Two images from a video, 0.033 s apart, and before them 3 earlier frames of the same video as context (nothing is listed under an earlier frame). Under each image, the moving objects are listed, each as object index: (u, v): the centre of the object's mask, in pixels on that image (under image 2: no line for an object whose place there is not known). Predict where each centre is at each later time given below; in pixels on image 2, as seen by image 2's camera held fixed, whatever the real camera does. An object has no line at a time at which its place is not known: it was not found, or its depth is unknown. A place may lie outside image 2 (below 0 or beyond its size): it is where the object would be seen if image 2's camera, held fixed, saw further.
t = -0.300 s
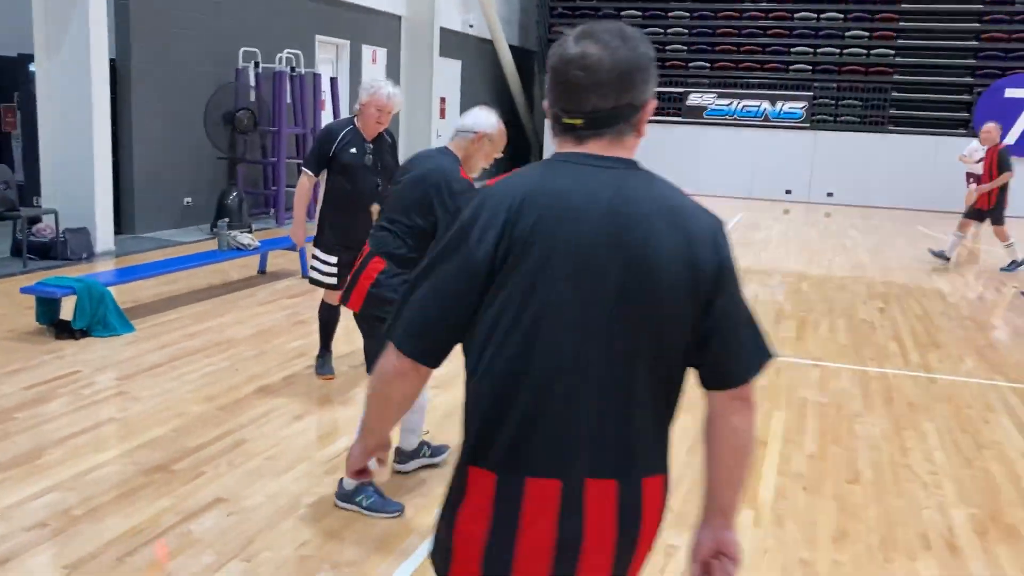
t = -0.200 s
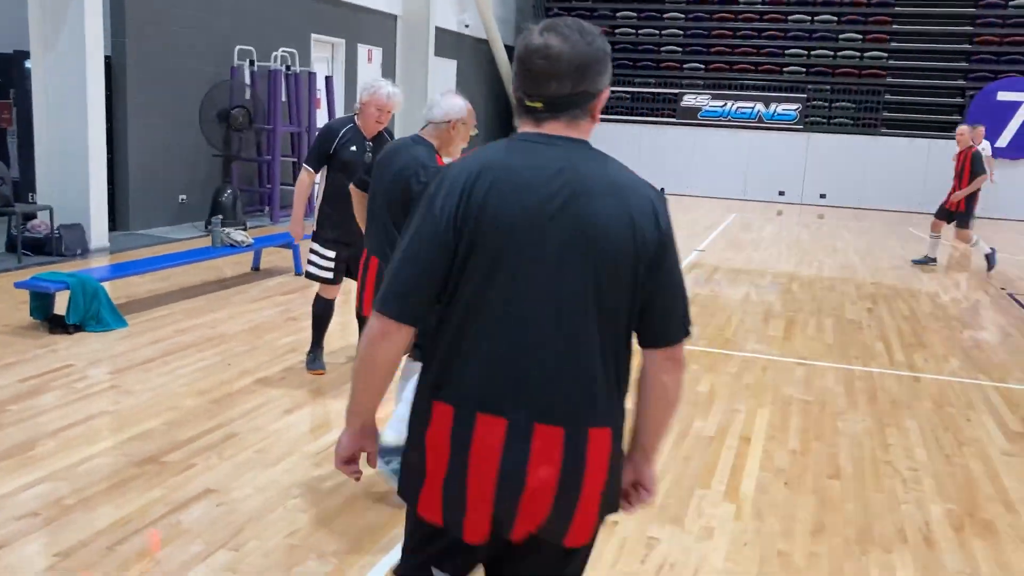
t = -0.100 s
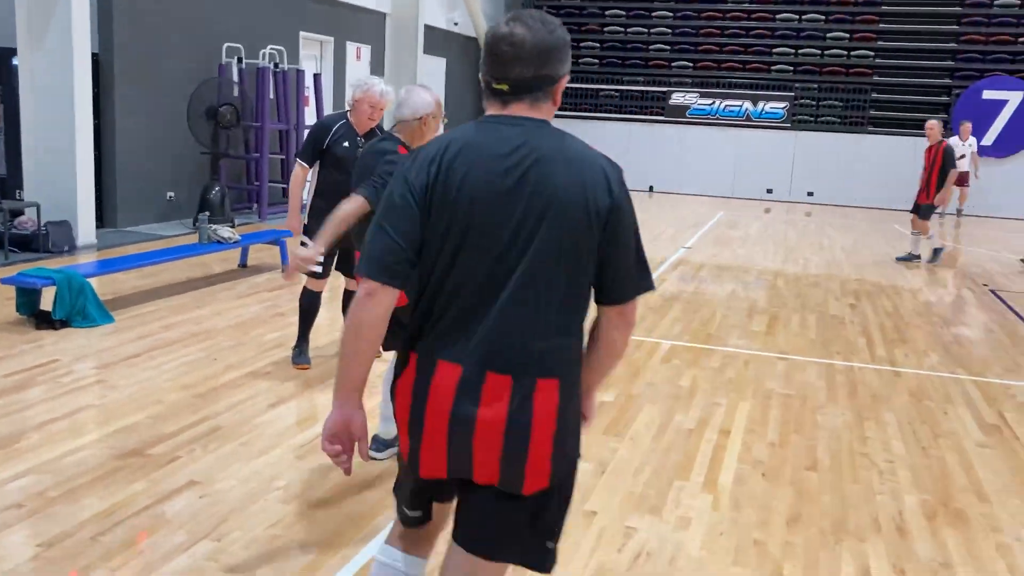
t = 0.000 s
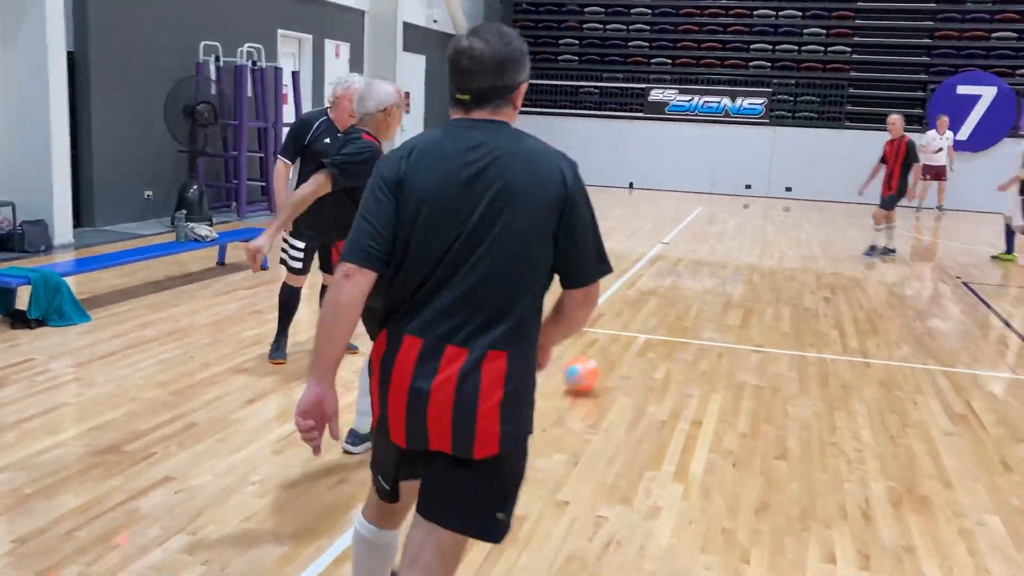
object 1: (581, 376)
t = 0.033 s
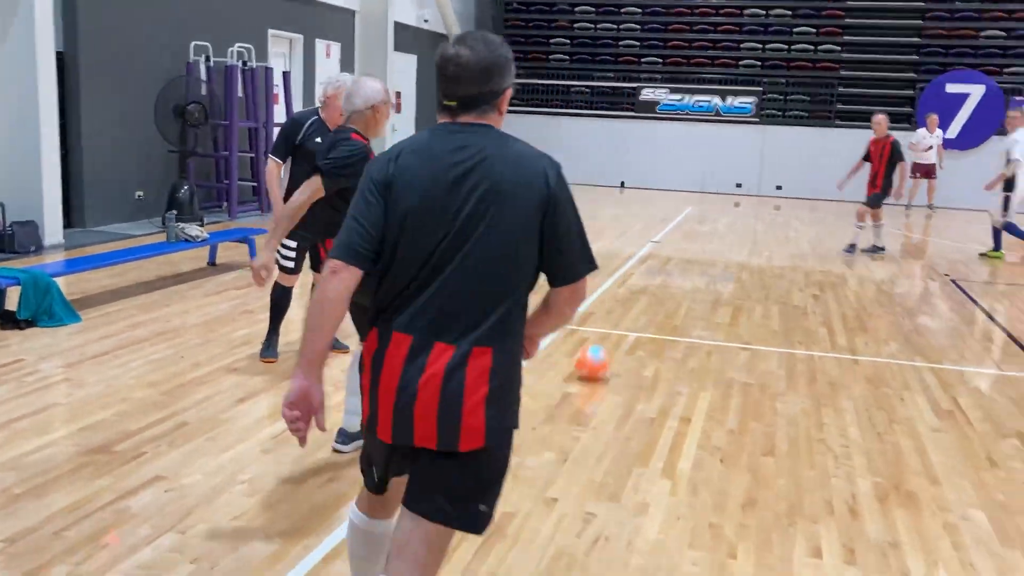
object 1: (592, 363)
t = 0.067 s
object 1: (612, 352)
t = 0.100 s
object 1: (628, 345)
